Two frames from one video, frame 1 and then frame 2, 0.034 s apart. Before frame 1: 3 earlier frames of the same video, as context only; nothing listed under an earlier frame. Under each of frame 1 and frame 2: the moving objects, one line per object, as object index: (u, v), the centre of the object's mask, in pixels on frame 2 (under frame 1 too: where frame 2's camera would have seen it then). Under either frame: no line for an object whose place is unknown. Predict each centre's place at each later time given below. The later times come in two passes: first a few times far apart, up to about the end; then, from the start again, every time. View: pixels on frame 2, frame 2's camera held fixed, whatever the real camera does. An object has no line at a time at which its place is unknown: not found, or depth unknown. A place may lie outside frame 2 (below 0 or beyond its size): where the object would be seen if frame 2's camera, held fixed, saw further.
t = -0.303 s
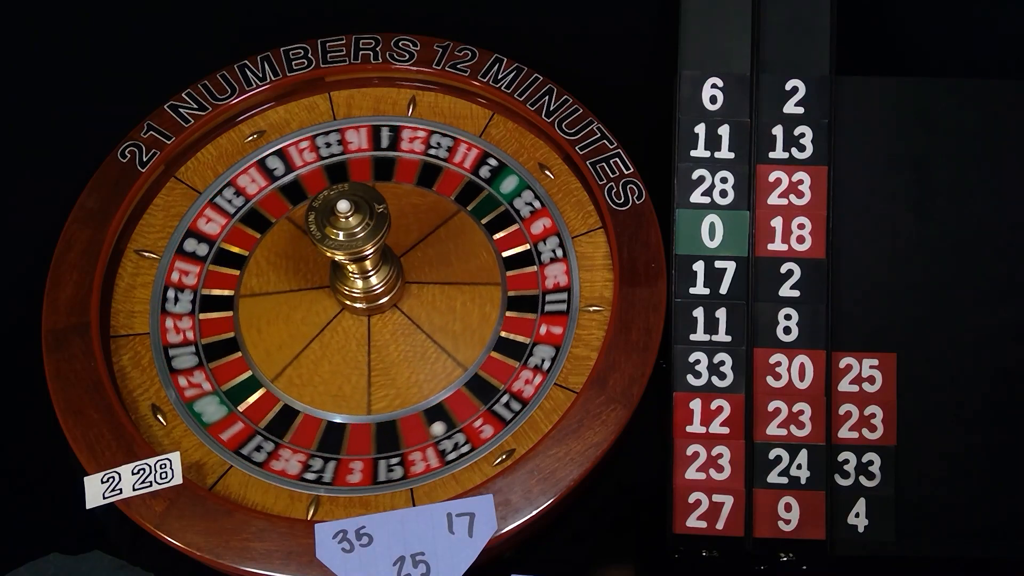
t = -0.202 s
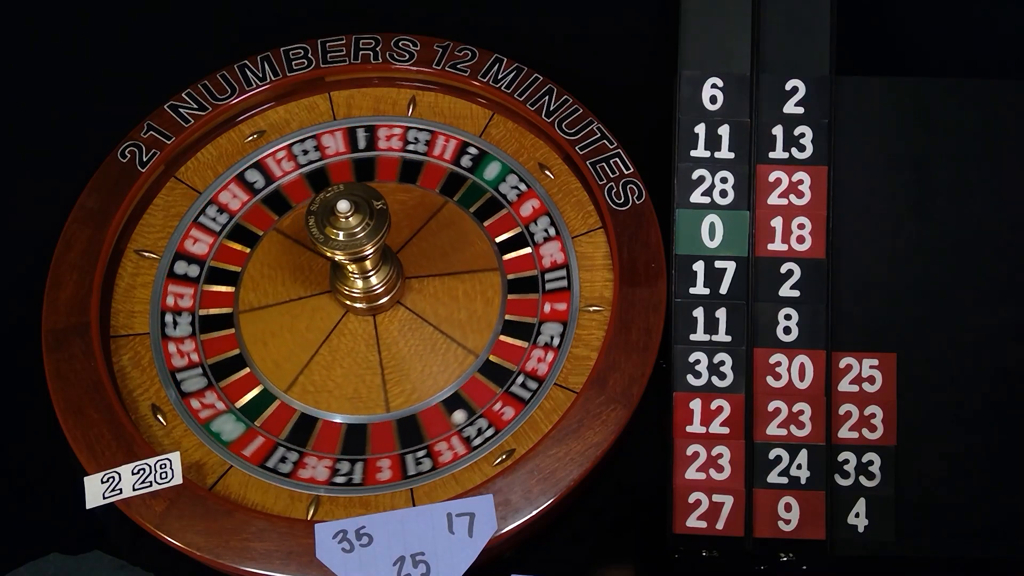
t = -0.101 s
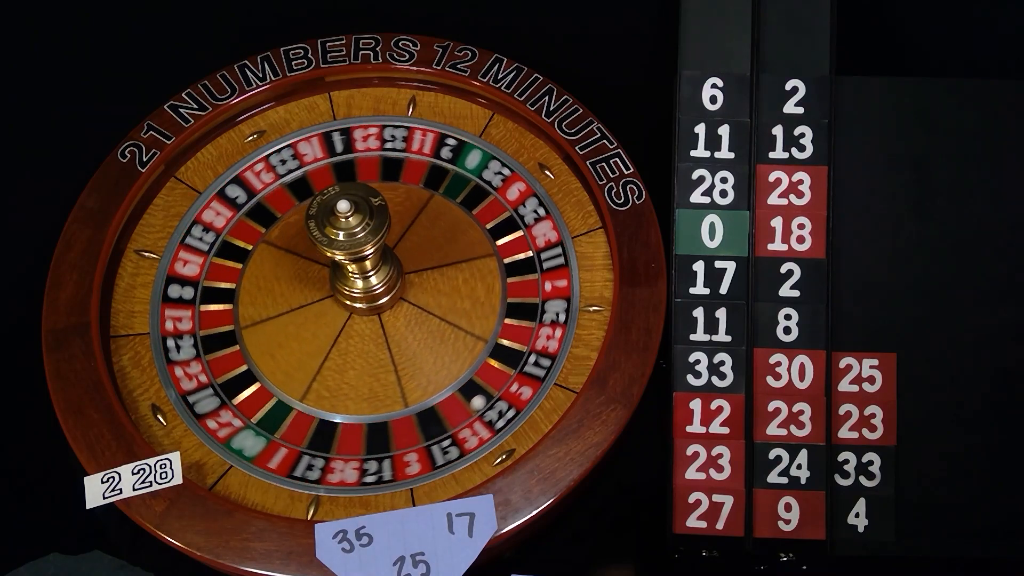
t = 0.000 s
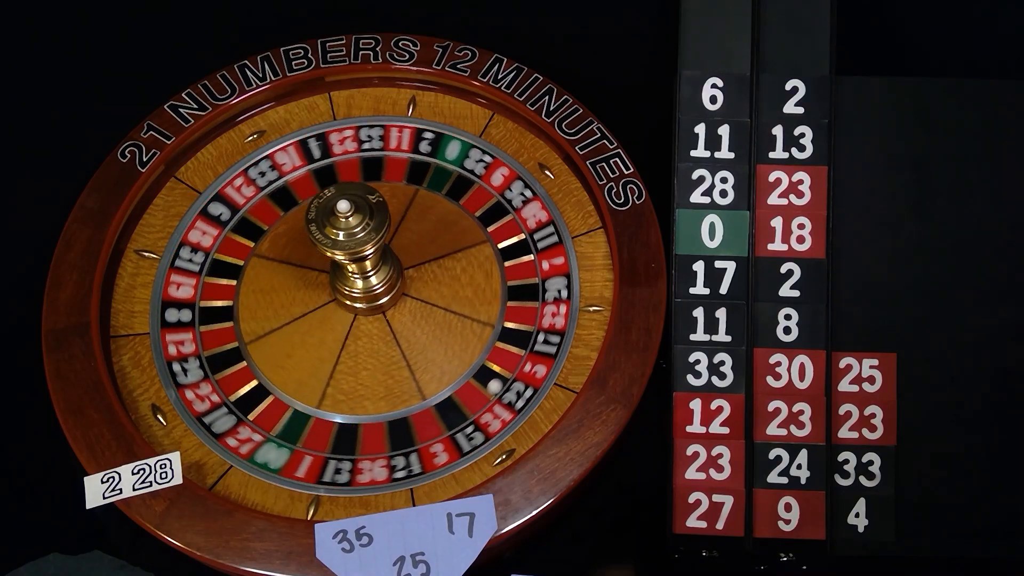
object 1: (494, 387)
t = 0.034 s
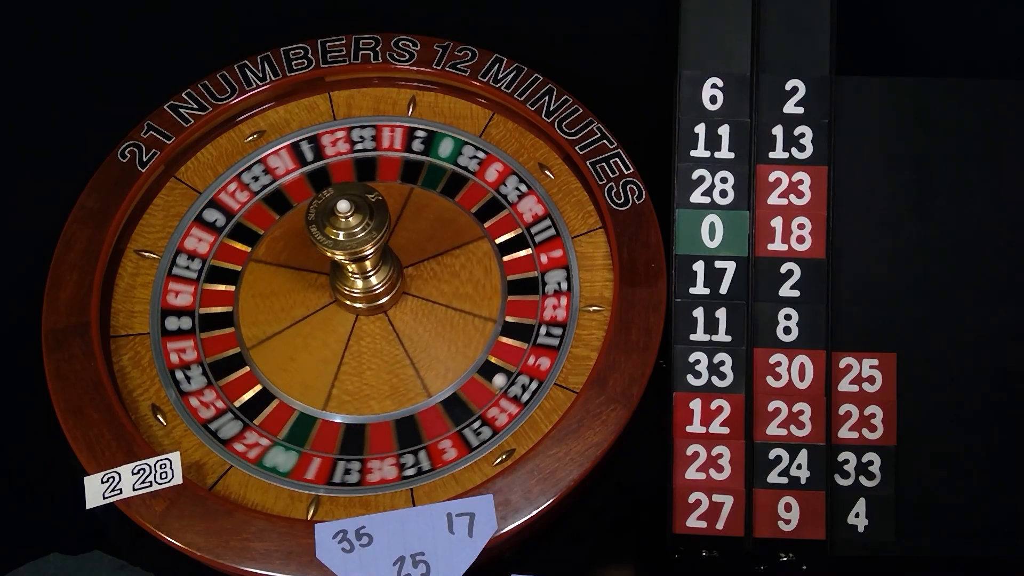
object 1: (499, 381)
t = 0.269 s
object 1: (525, 337)
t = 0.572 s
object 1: (532, 277)
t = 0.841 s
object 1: (516, 228)
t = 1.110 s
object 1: (484, 191)
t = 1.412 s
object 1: (433, 165)
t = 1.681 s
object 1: (380, 157)
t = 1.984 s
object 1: (319, 168)
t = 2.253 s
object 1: (270, 194)
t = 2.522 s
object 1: (231, 232)
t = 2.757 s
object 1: (210, 274)
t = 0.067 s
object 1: (504, 374)
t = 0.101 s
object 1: (509, 368)
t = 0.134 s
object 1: (512, 362)
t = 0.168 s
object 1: (516, 356)
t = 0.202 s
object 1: (519, 349)
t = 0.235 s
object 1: (522, 343)
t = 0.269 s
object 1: (525, 337)
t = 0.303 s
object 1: (527, 330)
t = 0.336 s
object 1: (529, 323)
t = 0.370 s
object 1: (530, 317)
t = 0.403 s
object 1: (531, 310)
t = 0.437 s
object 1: (532, 303)
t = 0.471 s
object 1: (533, 297)
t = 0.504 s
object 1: (533, 290)
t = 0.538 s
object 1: (533, 284)
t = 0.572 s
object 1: (532, 277)
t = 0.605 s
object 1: (531, 271)
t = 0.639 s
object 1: (530, 264)
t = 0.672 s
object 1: (528, 258)
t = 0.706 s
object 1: (526, 252)
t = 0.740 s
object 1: (524, 246)
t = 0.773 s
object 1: (522, 240)
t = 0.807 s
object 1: (519, 234)
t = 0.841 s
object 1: (516, 228)
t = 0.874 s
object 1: (513, 223)
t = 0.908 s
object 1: (509, 218)
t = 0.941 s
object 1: (505, 213)
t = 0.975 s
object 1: (502, 208)
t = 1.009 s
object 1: (497, 204)
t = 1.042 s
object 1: (493, 199)
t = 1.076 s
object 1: (488, 195)
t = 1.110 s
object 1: (484, 191)
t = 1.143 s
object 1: (479, 187)
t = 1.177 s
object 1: (473, 184)
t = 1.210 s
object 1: (468, 180)
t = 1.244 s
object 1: (463, 177)
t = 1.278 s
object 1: (457, 174)
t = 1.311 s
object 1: (451, 172)
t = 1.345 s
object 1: (445, 169)
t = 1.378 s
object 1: (439, 167)
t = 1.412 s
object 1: (433, 165)
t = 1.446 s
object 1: (426, 163)
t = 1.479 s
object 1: (420, 161)
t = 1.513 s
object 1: (413, 160)
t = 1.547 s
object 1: (407, 159)
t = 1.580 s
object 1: (400, 159)
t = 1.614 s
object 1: (394, 158)
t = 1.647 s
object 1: (387, 157)
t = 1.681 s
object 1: (380, 157)
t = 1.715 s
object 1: (373, 158)
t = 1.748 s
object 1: (366, 158)
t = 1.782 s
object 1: (359, 159)
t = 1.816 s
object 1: (353, 160)
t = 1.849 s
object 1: (346, 161)
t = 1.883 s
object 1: (339, 162)
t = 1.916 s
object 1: (333, 164)
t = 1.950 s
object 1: (326, 166)
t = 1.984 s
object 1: (319, 168)
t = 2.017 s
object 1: (313, 170)
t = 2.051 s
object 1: (306, 173)
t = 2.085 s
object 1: (300, 176)
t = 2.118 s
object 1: (294, 179)
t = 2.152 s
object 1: (288, 182)
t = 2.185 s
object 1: (282, 186)
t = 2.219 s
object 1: (276, 190)
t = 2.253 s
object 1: (270, 194)
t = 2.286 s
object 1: (265, 198)
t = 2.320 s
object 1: (259, 202)
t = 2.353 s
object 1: (254, 207)
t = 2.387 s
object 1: (249, 211)
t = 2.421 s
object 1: (244, 216)
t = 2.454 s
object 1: (240, 221)
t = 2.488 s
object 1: (235, 227)
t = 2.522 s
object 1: (231, 232)
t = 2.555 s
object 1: (227, 238)
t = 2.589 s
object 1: (224, 244)
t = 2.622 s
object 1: (220, 249)
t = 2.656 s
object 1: (218, 255)
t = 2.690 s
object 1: (215, 261)
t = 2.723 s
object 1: (212, 268)
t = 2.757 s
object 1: (210, 274)
